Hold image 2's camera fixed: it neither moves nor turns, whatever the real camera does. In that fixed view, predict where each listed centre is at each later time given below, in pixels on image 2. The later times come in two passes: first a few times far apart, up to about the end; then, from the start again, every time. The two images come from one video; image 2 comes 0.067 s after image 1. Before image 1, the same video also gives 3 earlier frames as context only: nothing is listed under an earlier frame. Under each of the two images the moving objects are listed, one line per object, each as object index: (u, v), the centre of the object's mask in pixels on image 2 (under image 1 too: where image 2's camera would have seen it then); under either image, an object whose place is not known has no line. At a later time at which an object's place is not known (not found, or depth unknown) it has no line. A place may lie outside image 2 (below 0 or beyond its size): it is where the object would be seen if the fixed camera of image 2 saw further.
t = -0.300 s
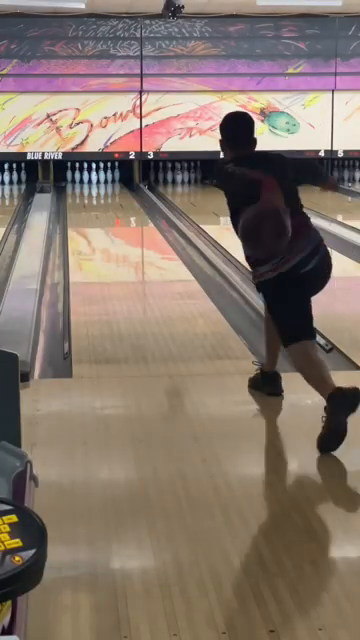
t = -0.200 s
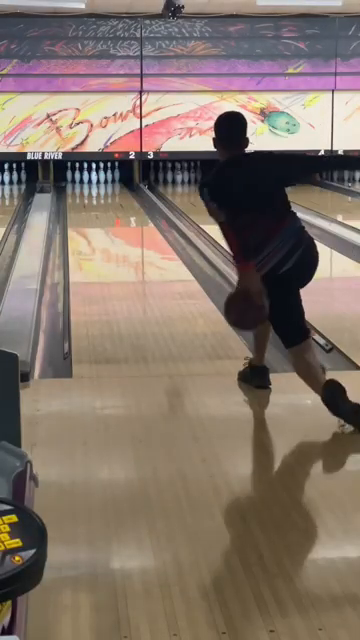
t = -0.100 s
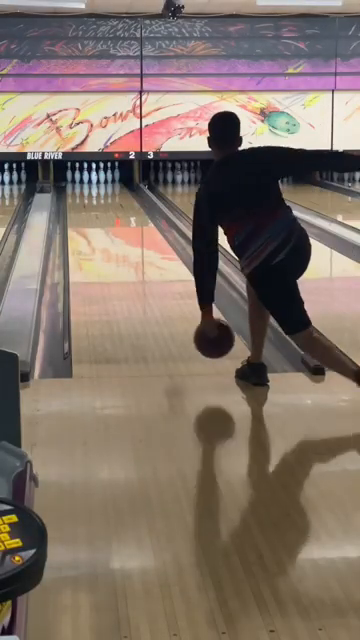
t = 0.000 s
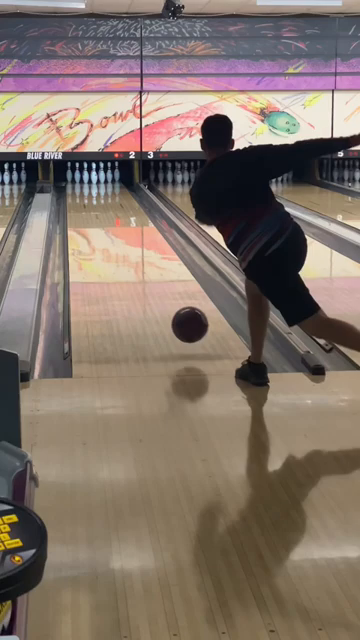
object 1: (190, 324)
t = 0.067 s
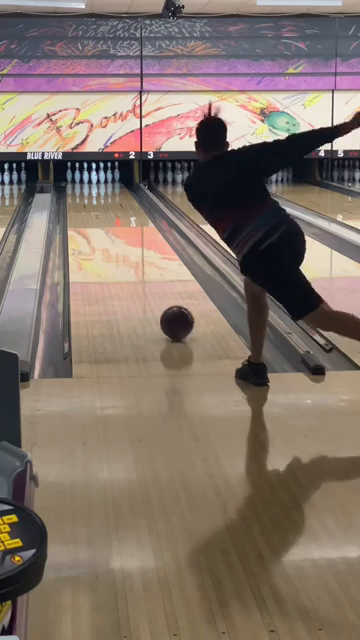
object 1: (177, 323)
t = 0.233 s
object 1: (151, 293)
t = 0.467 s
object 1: (126, 263)
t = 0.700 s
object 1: (108, 242)
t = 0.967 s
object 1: (94, 223)
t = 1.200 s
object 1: (85, 212)
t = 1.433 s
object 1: (79, 202)
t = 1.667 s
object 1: (76, 194)
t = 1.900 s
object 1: (80, 188)
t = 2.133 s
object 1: (86, 182)
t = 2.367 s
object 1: (92, 178)
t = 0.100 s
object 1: (171, 315)
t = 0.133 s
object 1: (166, 309)
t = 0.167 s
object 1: (161, 303)
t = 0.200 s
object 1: (156, 298)
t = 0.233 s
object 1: (151, 293)
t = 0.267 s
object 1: (147, 288)
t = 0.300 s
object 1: (143, 284)
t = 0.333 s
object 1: (139, 279)
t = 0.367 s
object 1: (136, 275)
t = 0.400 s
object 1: (132, 270)
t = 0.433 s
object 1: (129, 267)
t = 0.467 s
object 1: (126, 263)
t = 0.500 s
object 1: (123, 260)
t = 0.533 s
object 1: (120, 256)
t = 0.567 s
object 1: (118, 253)
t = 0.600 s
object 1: (115, 250)
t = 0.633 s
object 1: (113, 247)
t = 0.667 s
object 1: (111, 244)
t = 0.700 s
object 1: (108, 242)
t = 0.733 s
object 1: (107, 239)
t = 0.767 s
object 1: (104, 237)
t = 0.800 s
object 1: (103, 234)
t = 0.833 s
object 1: (101, 232)
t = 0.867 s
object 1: (99, 230)
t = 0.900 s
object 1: (97, 227)
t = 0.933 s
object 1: (96, 225)
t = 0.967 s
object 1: (94, 223)
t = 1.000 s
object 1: (93, 222)
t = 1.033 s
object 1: (92, 220)
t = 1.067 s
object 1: (90, 218)
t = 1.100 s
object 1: (89, 216)
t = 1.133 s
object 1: (88, 215)
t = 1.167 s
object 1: (87, 213)
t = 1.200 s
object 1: (85, 212)
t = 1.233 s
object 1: (84, 210)
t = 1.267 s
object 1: (84, 208)
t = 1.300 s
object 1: (82, 207)
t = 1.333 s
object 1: (81, 206)
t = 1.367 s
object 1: (81, 204)
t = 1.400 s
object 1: (80, 202)
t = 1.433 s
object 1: (79, 202)
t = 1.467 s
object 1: (79, 200)
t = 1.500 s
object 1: (78, 199)
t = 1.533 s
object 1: (78, 198)
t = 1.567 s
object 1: (77, 197)
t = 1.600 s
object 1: (76, 196)
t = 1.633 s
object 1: (76, 195)
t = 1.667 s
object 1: (76, 194)
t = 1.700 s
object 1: (77, 193)
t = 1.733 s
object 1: (77, 192)
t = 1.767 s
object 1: (77, 191)
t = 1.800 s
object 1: (77, 190)
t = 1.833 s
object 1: (78, 189)
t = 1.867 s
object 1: (79, 188)
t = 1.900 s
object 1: (80, 188)
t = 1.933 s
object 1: (80, 187)
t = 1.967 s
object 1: (81, 186)
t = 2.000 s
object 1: (83, 186)
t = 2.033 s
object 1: (83, 184)
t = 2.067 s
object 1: (84, 184)
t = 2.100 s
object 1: (85, 183)
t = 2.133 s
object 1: (86, 182)
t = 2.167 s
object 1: (87, 182)
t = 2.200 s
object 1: (87, 180)
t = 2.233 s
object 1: (89, 180)
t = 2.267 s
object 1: (90, 179)
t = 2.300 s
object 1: (90, 179)
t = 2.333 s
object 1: (91, 178)
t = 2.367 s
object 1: (92, 178)
